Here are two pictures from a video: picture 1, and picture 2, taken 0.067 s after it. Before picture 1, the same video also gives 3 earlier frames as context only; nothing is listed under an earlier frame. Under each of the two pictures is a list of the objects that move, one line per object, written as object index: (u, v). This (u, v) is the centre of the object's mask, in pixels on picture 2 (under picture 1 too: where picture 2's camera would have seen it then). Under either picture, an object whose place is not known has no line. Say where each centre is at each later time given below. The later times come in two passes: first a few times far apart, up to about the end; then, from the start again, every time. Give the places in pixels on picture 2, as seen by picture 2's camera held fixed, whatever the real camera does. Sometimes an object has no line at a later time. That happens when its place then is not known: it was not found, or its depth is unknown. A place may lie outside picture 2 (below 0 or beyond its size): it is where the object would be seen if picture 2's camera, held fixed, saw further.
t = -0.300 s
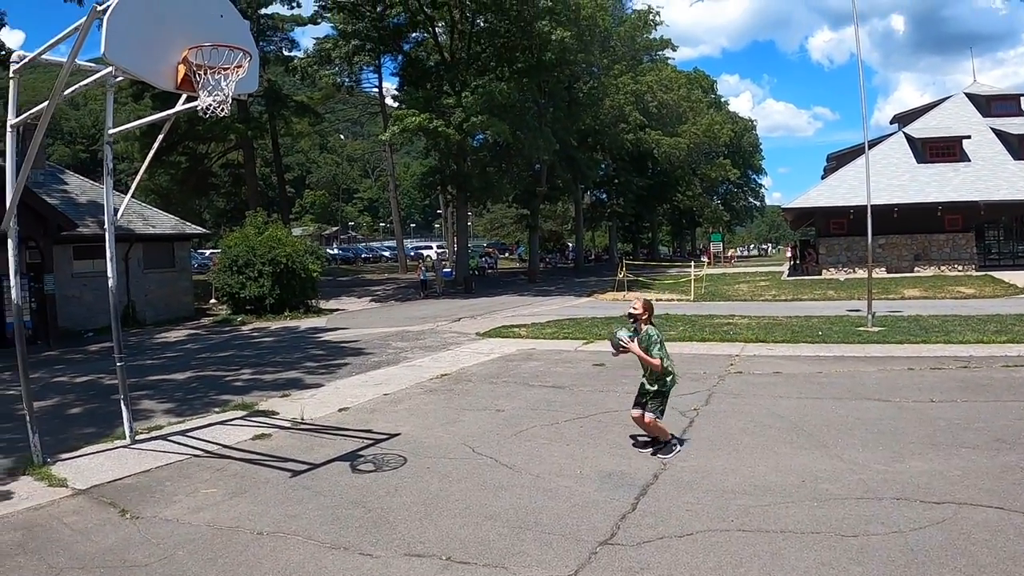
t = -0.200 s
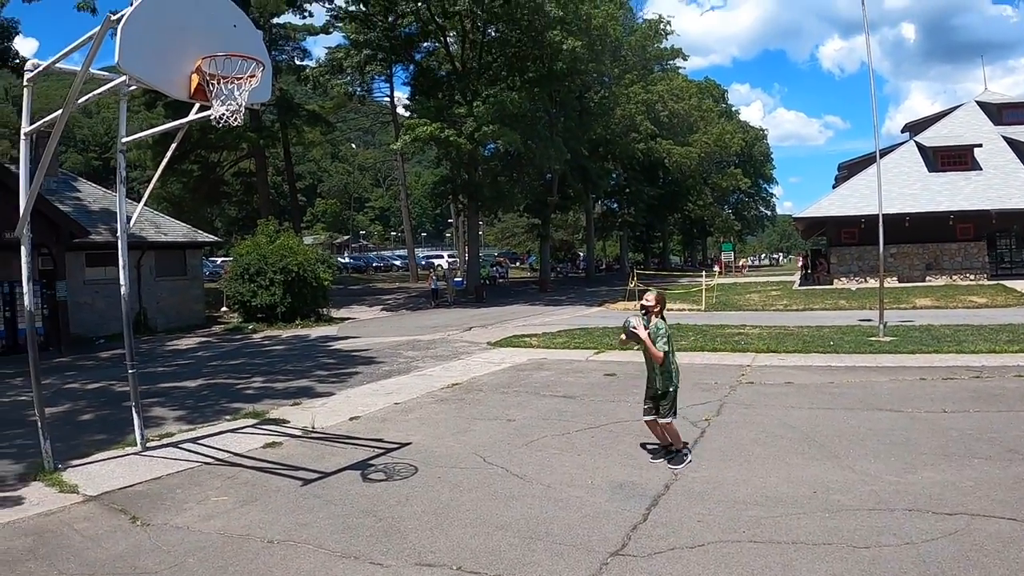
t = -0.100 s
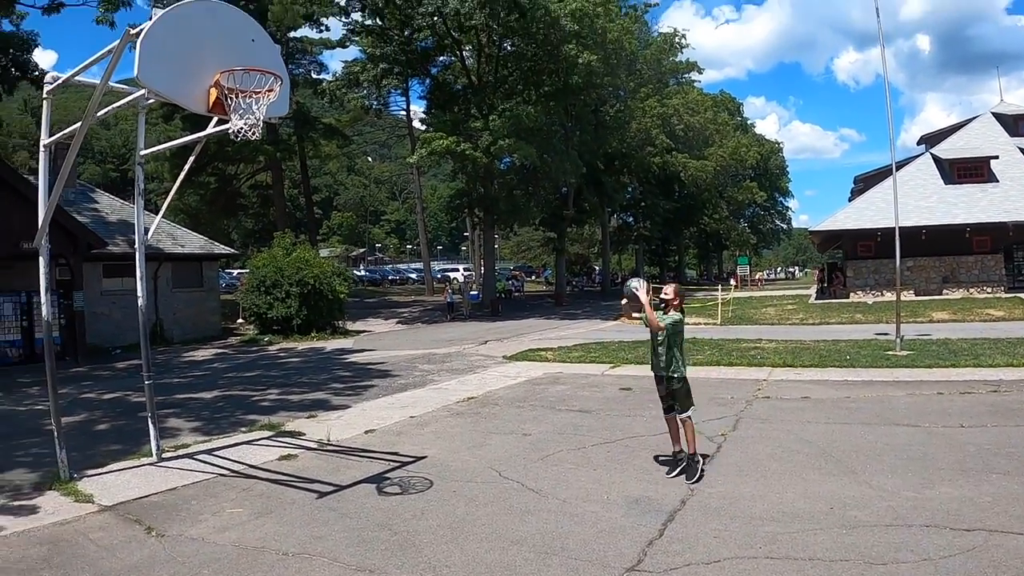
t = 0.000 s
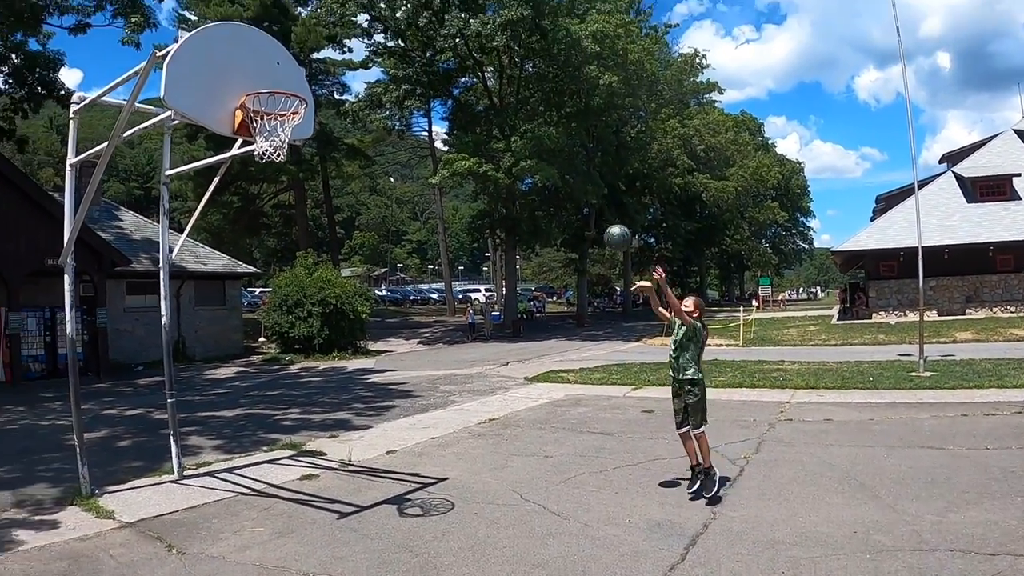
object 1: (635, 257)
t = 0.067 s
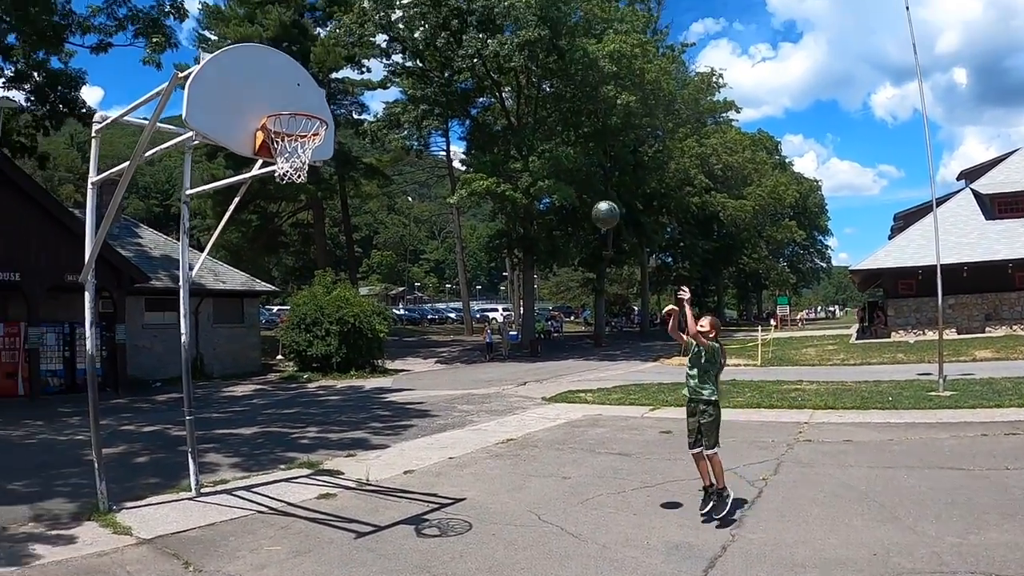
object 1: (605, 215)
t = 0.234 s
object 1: (533, 134)
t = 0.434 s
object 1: (446, 87)
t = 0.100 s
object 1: (591, 195)
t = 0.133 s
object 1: (577, 177)
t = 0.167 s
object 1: (561, 162)
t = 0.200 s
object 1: (547, 146)
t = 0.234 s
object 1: (533, 134)
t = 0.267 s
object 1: (518, 123)
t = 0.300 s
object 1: (504, 113)
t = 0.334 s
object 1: (490, 106)
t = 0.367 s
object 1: (476, 99)
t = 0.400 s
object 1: (461, 92)
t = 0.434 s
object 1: (446, 87)
